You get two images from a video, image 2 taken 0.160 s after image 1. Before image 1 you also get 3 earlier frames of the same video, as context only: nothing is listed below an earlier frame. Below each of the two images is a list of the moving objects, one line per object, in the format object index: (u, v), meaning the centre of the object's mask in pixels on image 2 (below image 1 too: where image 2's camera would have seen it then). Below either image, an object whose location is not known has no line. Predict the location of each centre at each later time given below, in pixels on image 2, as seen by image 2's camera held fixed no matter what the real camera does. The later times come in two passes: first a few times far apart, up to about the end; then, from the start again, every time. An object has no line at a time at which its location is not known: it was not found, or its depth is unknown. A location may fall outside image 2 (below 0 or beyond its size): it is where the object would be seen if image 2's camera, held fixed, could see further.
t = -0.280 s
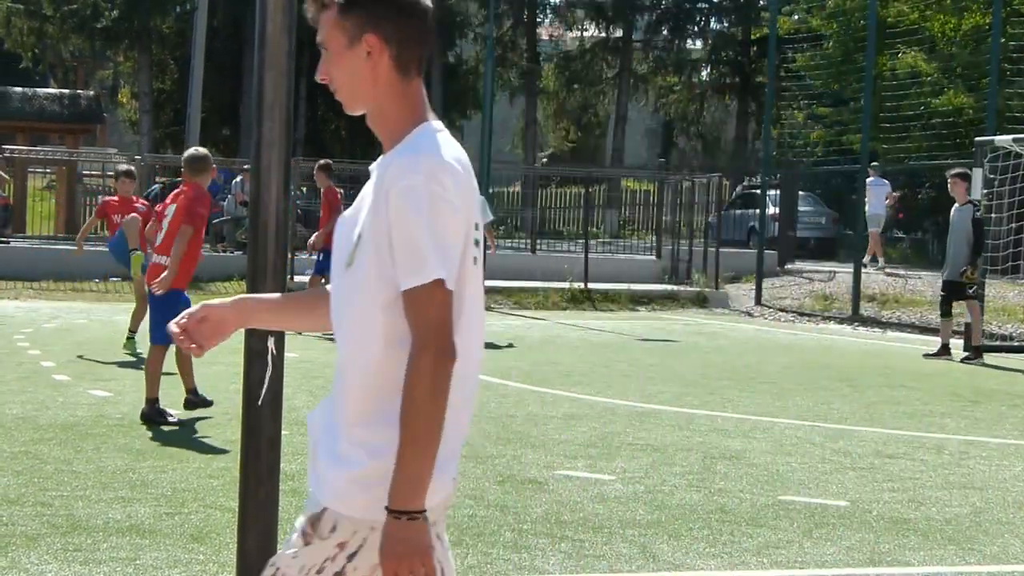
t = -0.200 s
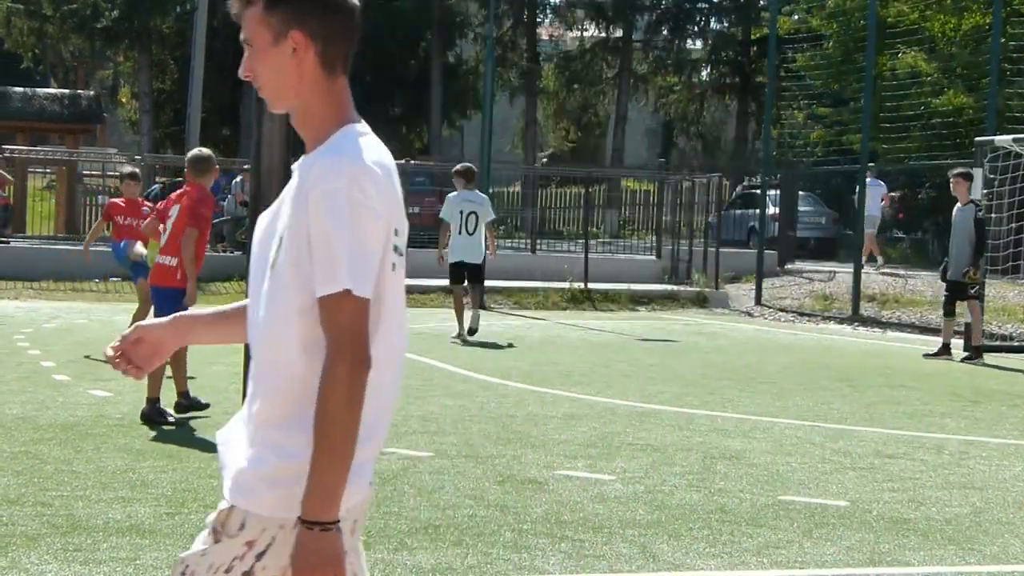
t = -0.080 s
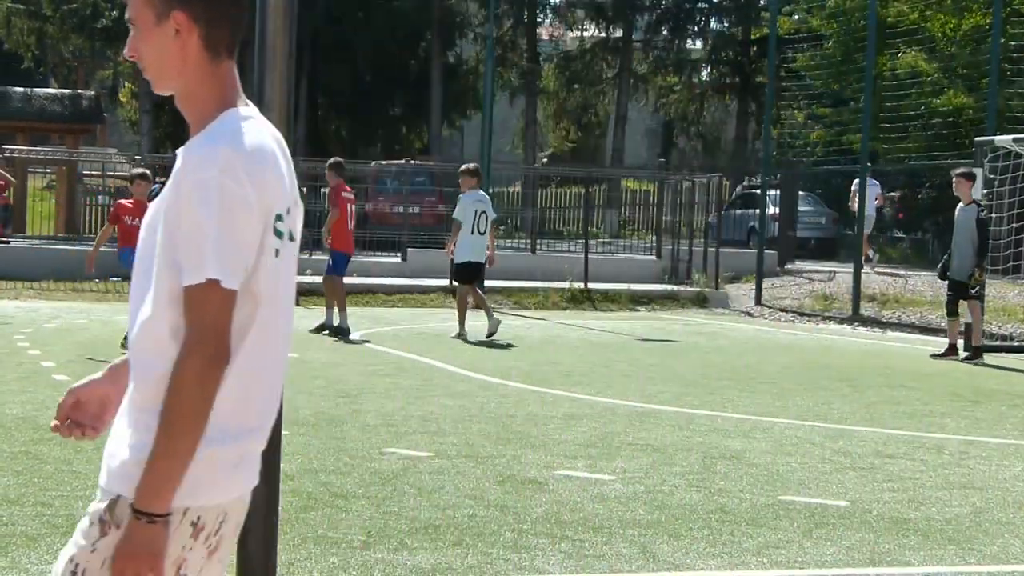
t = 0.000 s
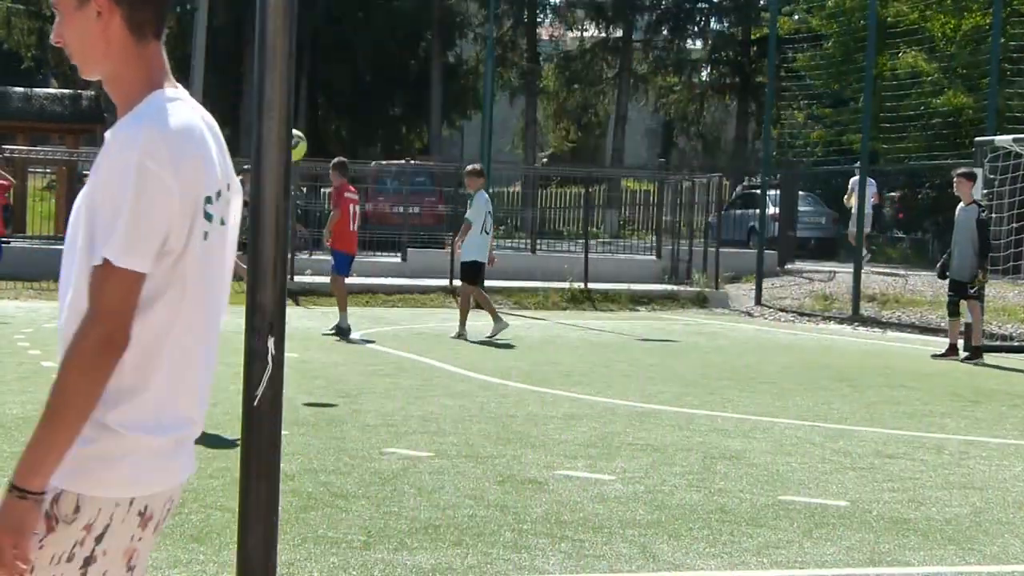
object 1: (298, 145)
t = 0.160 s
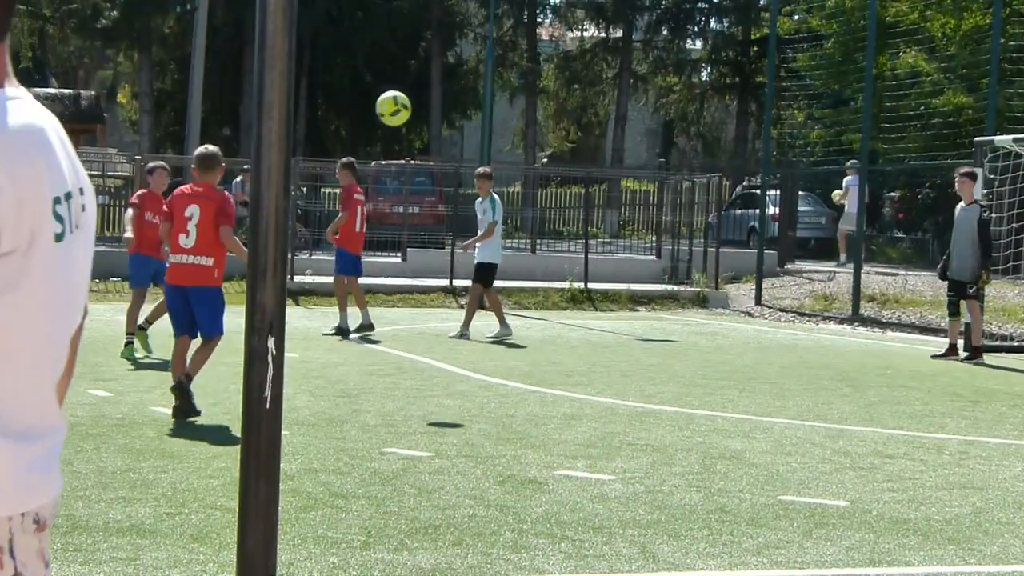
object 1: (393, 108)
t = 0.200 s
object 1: (420, 104)
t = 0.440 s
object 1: (602, 135)
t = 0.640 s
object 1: (779, 247)
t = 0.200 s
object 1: (420, 104)
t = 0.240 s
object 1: (448, 103)
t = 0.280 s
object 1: (477, 103)
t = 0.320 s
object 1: (507, 107)
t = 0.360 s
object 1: (538, 113)
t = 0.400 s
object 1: (570, 123)
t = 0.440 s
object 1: (602, 135)
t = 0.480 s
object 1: (636, 150)
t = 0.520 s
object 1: (671, 169)
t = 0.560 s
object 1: (706, 191)
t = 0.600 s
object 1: (742, 217)
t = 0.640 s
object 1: (779, 247)
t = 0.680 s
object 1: (818, 284)
